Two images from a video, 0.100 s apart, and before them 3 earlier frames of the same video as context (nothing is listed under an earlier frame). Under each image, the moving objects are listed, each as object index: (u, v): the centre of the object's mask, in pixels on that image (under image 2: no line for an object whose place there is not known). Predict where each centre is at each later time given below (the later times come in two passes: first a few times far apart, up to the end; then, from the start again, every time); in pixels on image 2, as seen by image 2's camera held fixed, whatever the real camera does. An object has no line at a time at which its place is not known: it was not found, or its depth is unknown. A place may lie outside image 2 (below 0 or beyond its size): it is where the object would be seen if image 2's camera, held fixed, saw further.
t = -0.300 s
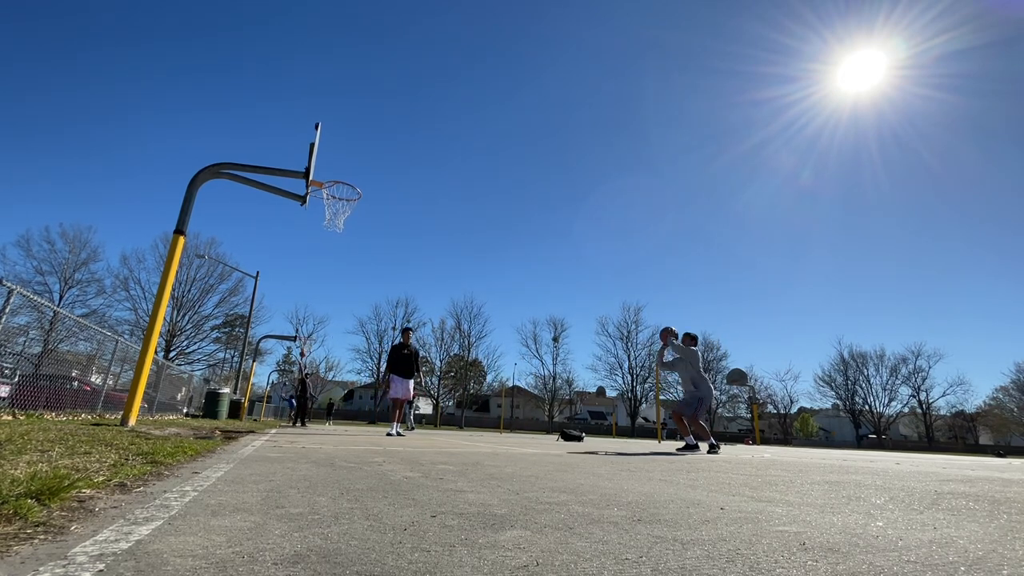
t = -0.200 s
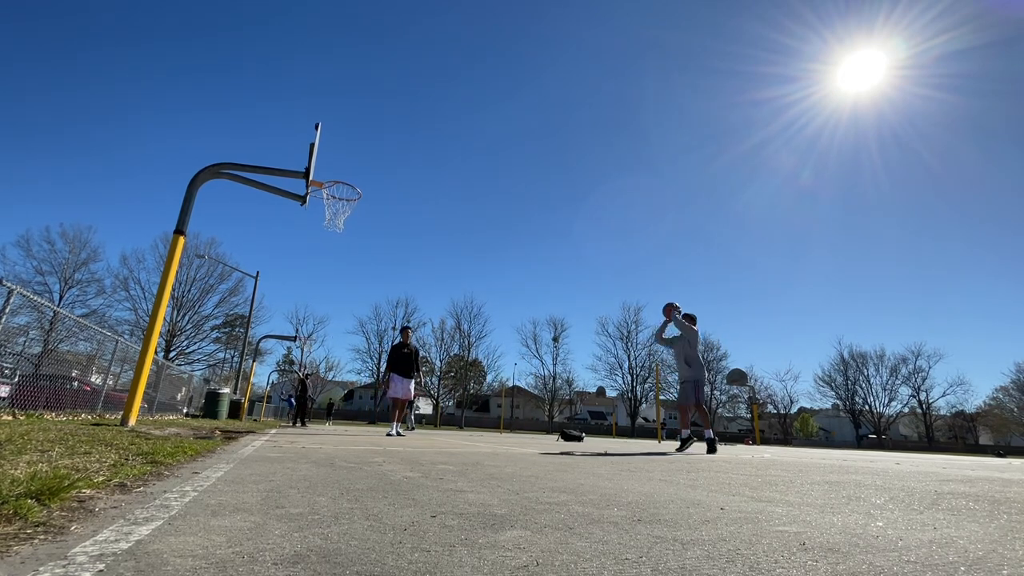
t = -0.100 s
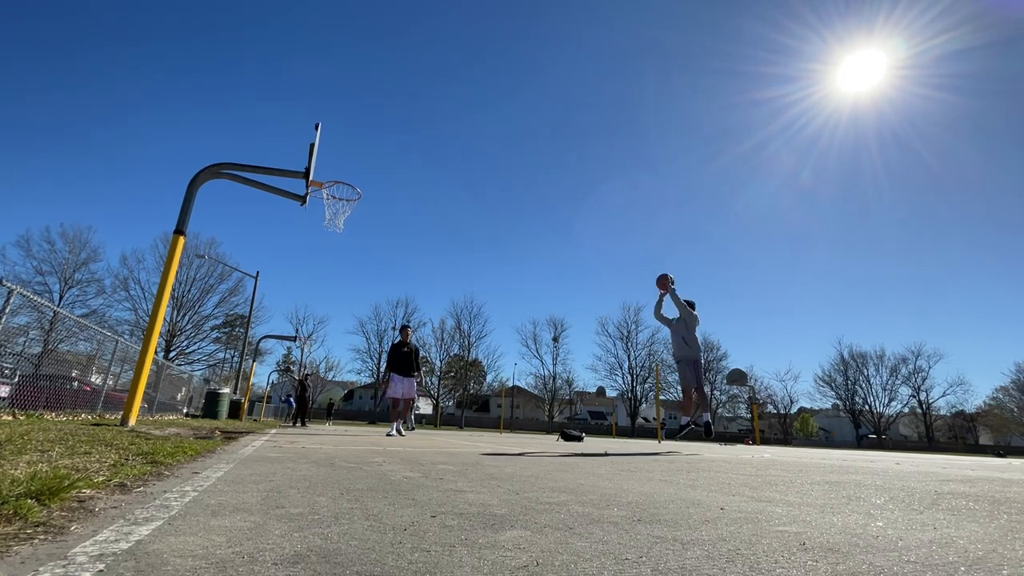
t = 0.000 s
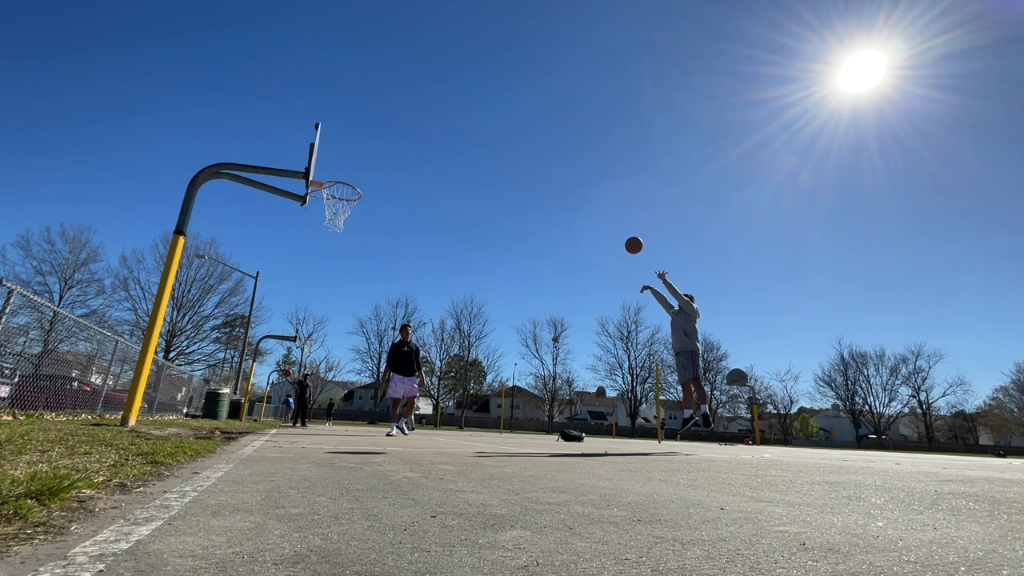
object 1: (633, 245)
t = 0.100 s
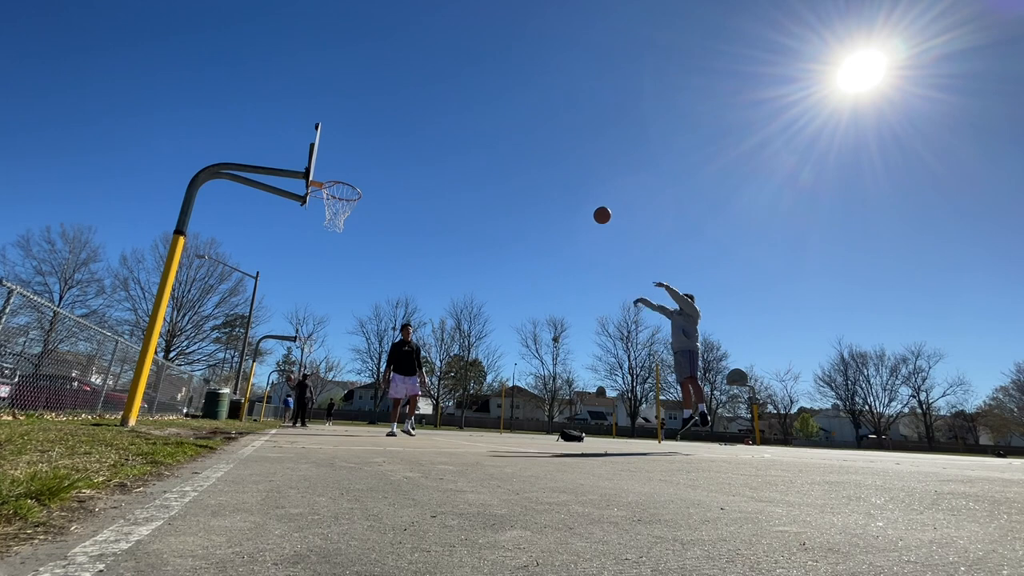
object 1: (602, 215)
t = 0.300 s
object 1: (539, 176)
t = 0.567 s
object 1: (455, 163)
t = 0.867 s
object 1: (356, 205)
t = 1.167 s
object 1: (342, 293)
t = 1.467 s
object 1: (321, 423)
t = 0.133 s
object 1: (591, 207)
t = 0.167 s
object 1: (581, 199)
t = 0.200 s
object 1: (571, 192)
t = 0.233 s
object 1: (560, 186)
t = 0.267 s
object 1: (550, 180)
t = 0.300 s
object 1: (539, 176)
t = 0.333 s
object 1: (529, 172)
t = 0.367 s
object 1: (519, 168)
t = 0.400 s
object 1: (508, 166)
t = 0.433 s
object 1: (498, 164)
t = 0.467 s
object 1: (487, 163)
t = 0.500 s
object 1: (477, 162)
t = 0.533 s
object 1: (466, 162)
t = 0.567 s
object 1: (455, 163)
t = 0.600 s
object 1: (444, 165)
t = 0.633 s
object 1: (433, 167)
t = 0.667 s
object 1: (422, 171)
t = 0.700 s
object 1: (411, 175)
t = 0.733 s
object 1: (399, 179)
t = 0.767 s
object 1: (387, 185)
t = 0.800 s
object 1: (375, 191)
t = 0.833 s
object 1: (364, 198)
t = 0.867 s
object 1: (356, 205)
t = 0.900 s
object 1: (355, 213)
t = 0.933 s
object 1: (353, 222)
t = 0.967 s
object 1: (352, 230)
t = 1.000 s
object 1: (350, 239)
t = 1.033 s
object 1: (349, 249)
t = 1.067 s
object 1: (347, 259)
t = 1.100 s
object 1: (345, 270)
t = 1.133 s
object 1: (343, 282)
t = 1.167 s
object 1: (342, 293)
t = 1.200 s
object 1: (340, 306)
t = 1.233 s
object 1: (338, 318)
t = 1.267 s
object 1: (336, 332)
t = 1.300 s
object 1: (334, 346)
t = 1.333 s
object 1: (332, 360)
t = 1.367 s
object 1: (329, 376)
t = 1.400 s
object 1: (327, 390)
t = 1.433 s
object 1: (325, 407)
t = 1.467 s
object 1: (321, 423)
